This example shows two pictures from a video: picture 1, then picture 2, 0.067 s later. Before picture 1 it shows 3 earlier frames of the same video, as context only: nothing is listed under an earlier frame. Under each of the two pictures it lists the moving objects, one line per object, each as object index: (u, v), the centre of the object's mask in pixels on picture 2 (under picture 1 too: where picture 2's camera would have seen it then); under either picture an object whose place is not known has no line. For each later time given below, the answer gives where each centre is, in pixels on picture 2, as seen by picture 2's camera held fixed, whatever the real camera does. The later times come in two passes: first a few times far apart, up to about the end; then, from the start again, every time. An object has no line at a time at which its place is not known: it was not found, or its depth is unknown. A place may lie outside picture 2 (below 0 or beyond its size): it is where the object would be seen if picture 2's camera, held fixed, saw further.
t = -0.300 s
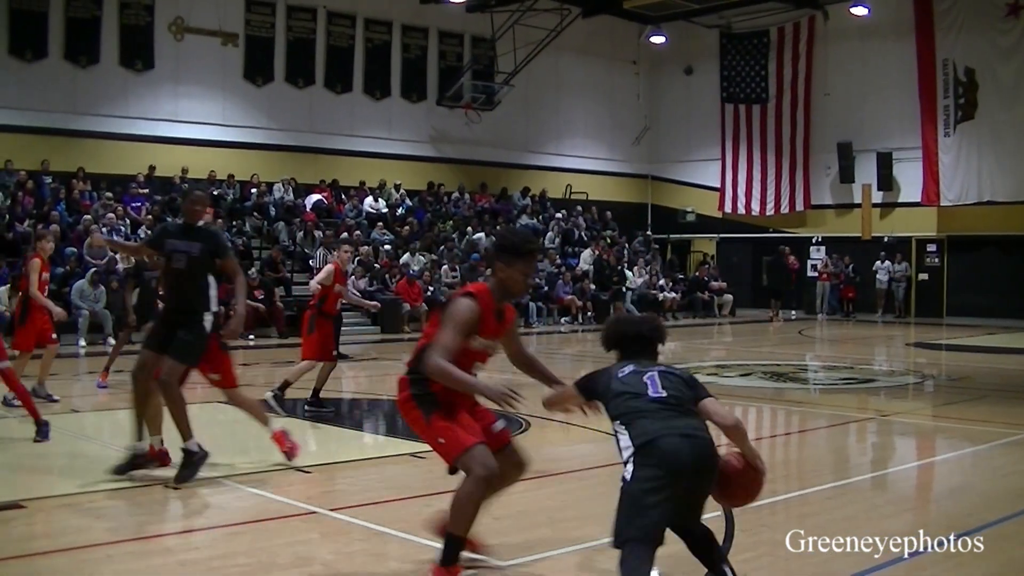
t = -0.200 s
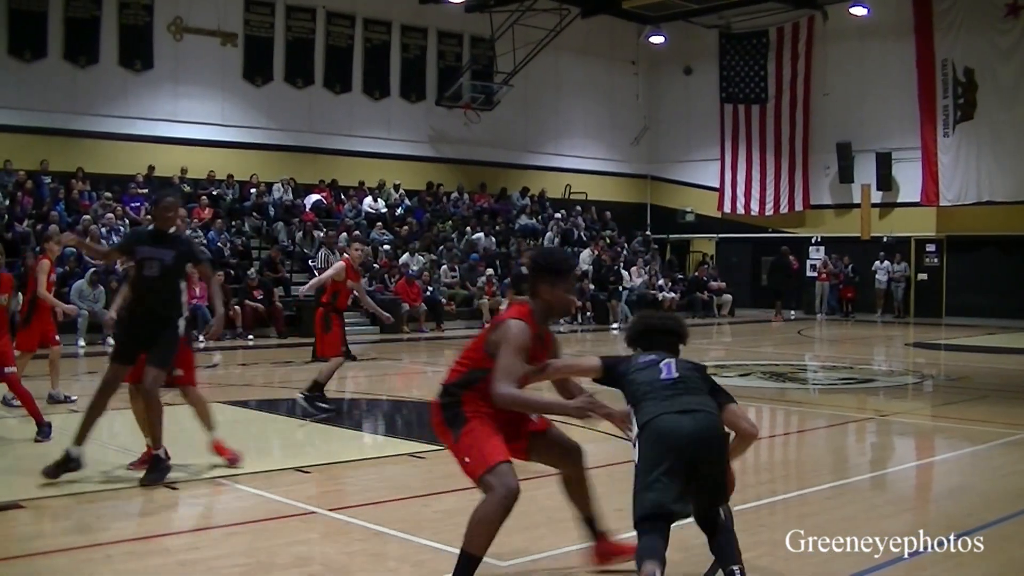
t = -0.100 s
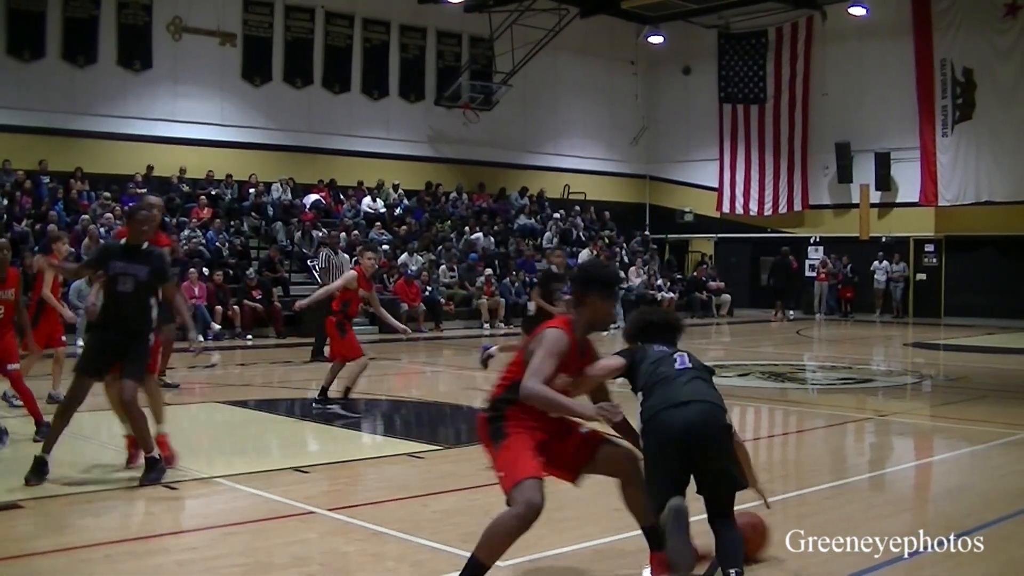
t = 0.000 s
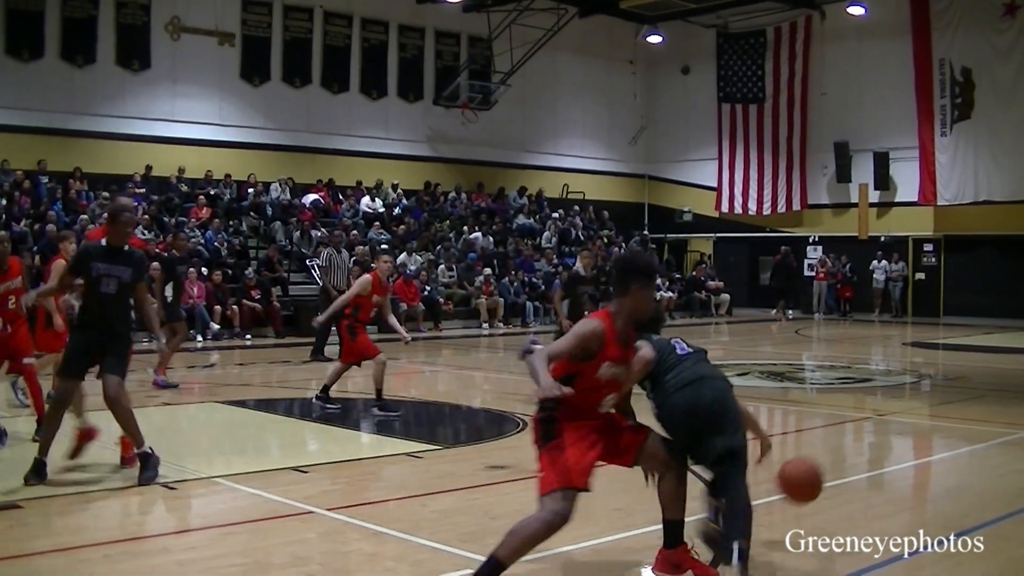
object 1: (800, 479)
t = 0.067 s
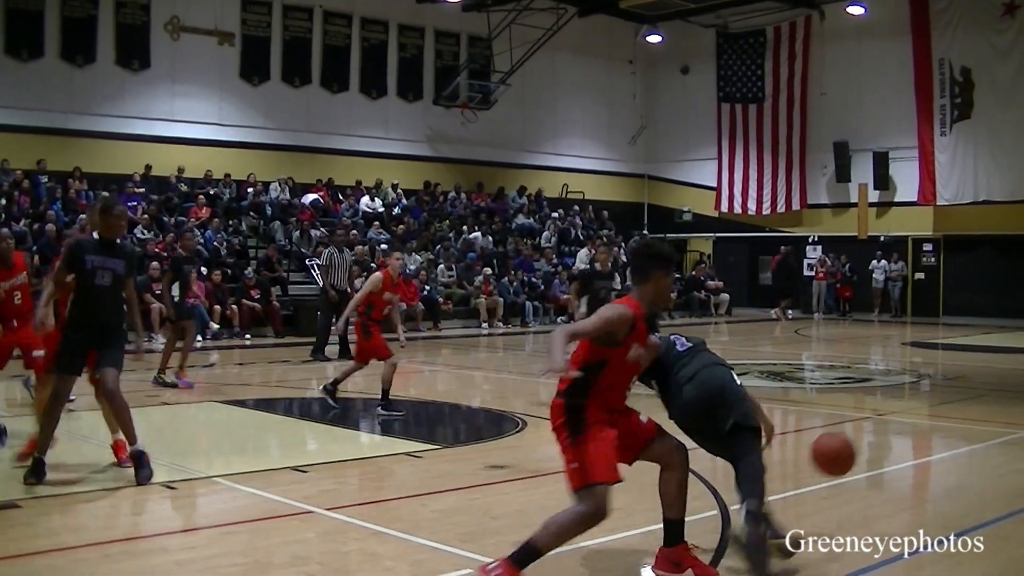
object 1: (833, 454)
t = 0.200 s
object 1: (895, 429)
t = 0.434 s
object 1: (984, 462)
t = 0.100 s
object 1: (850, 444)
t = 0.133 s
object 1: (866, 437)
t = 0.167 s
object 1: (881, 432)
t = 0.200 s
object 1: (895, 429)
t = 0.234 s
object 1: (909, 428)
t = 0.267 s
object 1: (923, 429)
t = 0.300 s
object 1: (936, 432)
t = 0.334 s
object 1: (948, 437)
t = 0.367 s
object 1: (961, 444)
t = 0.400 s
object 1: (972, 452)
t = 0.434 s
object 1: (984, 462)
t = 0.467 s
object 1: (994, 472)
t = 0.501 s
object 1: (1006, 472)
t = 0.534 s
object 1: (1017, 459)
